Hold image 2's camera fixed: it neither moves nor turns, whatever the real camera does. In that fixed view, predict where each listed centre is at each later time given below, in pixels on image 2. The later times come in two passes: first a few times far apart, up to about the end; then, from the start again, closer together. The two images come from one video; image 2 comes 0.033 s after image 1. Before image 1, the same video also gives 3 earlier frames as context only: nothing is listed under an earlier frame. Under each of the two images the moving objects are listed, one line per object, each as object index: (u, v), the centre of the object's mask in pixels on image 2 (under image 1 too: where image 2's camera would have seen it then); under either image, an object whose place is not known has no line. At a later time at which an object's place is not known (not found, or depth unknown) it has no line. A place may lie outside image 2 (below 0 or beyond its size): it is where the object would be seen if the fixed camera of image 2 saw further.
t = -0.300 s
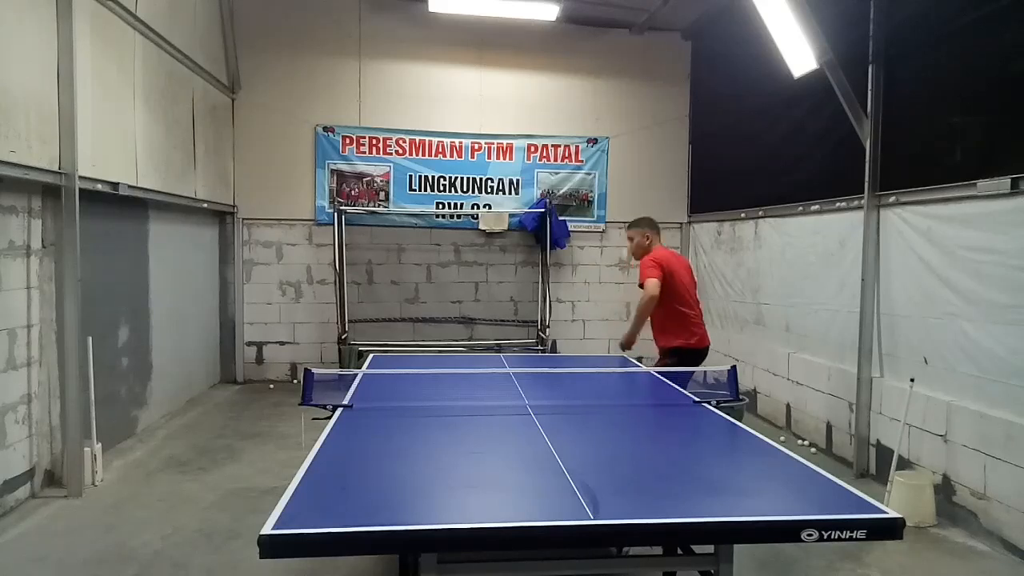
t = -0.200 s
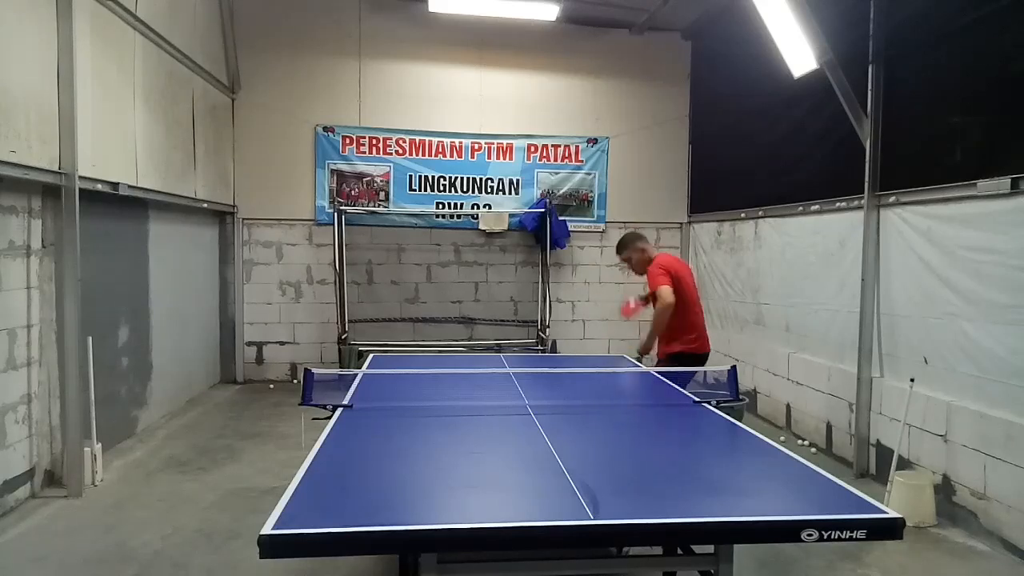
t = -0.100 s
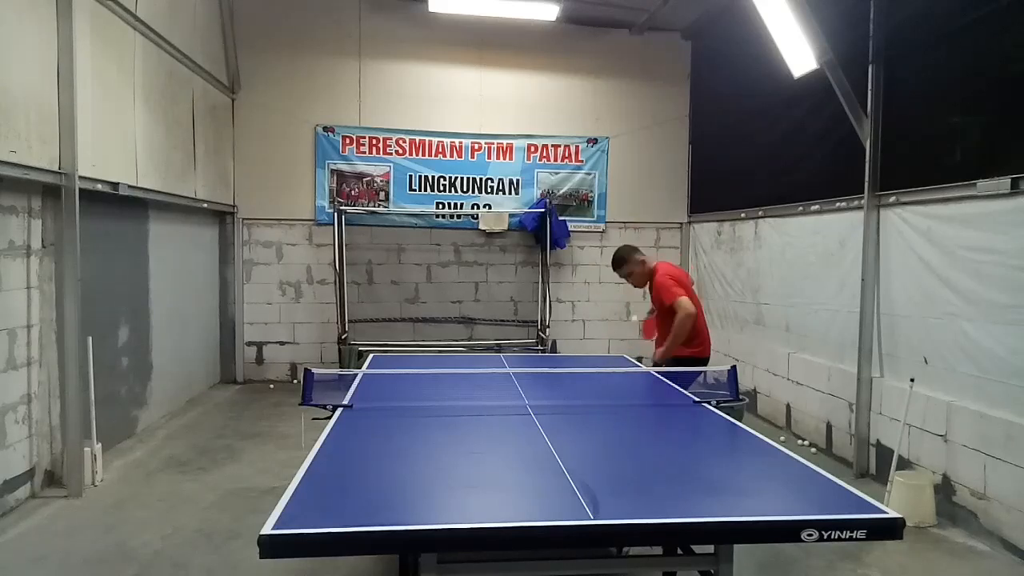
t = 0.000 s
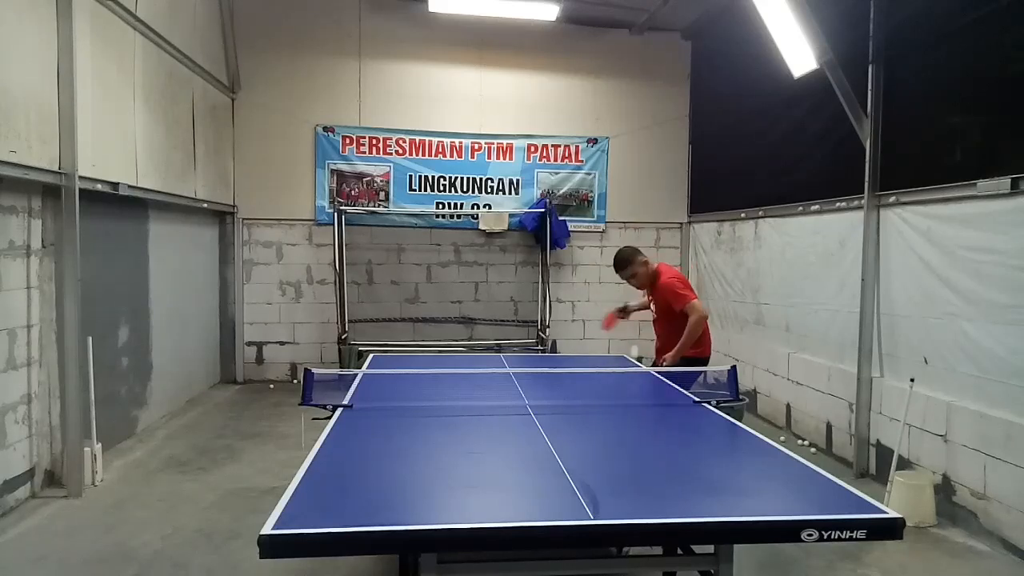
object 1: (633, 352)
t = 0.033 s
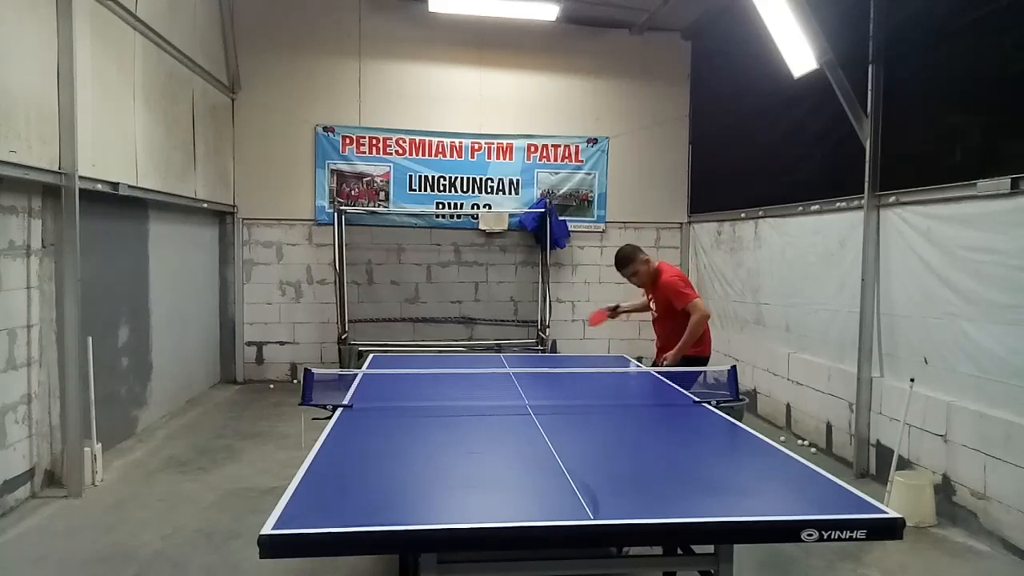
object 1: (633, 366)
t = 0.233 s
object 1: (609, 356)
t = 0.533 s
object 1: (532, 401)
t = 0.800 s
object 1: (408, 475)
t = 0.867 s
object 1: (370, 456)
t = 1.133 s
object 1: (187, 562)
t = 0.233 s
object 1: (609, 356)
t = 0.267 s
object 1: (604, 361)
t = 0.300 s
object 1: (598, 369)
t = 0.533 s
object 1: (532, 401)
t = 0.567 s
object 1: (520, 400)
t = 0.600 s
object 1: (506, 403)
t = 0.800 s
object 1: (408, 475)
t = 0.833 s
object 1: (389, 464)
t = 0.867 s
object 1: (370, 456)
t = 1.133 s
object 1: (187, 562)
